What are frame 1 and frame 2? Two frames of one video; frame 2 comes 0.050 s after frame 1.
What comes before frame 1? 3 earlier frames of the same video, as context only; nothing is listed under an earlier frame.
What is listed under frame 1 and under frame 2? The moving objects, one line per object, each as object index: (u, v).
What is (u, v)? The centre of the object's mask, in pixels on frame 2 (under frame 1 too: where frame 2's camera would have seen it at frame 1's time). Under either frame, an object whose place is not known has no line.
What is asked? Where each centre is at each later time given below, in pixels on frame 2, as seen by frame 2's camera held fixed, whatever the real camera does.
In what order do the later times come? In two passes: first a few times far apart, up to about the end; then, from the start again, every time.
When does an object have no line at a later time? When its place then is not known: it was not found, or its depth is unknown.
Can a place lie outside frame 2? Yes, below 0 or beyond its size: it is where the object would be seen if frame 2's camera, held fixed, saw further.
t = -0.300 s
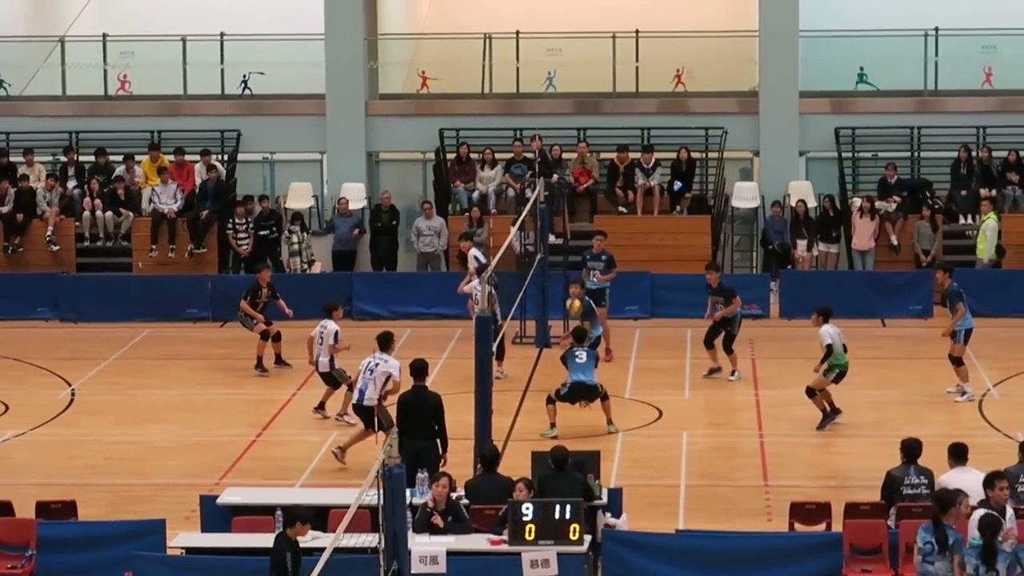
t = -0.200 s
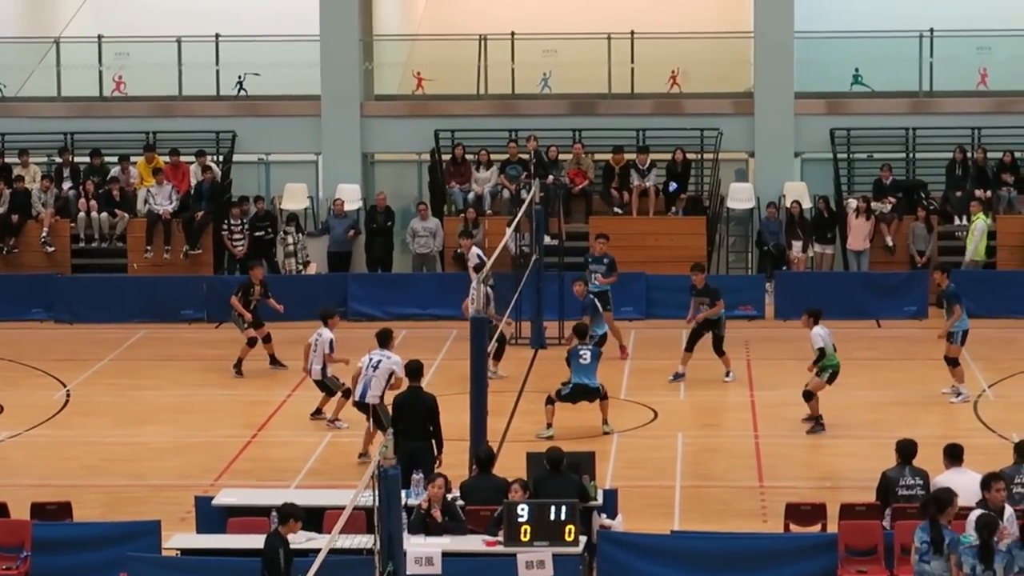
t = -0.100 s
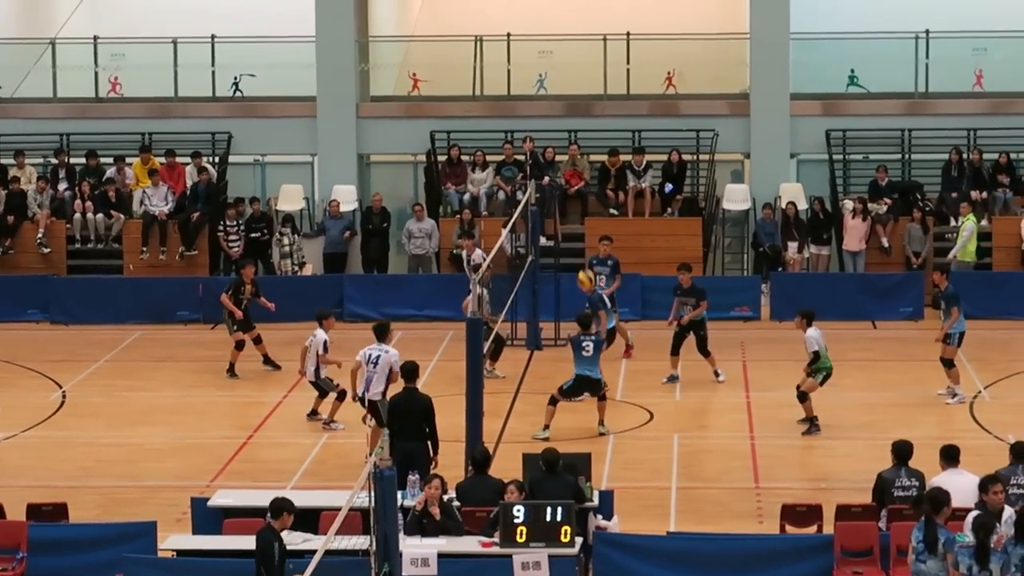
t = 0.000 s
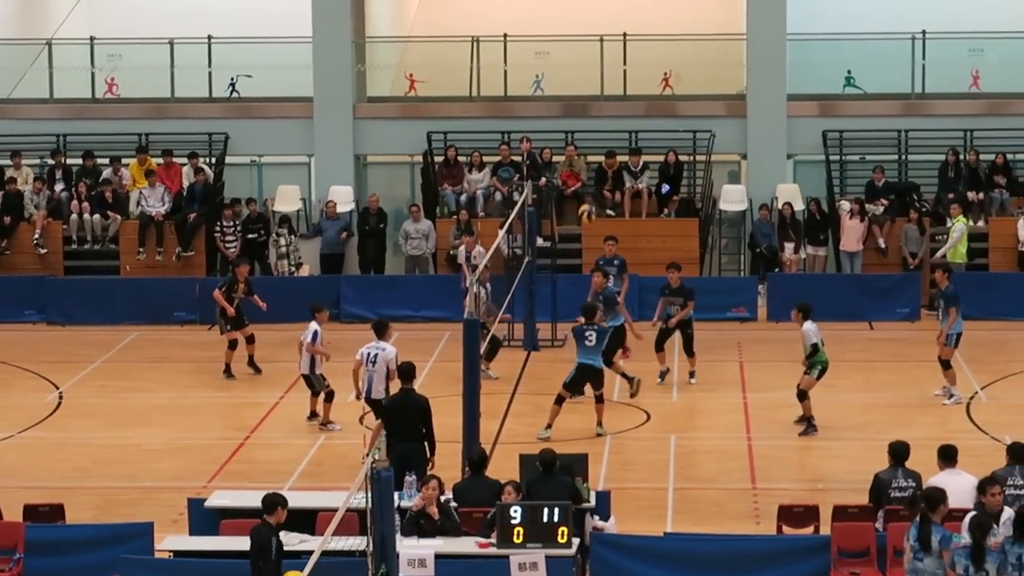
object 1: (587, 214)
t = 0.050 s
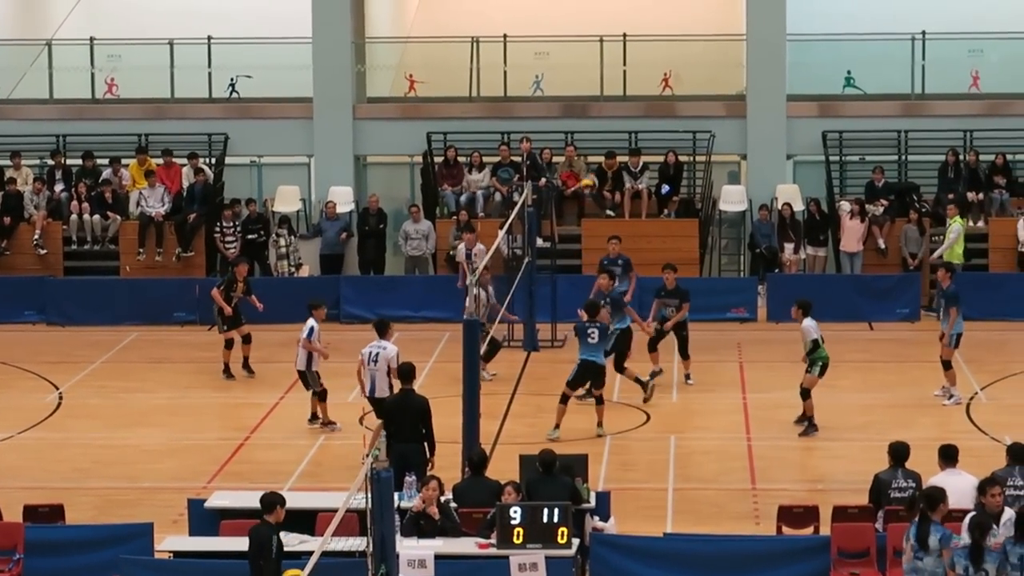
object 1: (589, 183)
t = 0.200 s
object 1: (596, 109)
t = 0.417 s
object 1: (607, 37)
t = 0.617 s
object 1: (615, 4)
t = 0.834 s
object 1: (625, 4)
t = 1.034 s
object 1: (634, 36)
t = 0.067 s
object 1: (590, 173)
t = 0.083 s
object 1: (590, 164)
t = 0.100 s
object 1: (591, 156)
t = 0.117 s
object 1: (592, 148)
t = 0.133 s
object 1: (593, 140)
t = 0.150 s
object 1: (594, 131)
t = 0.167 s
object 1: (595, 124)
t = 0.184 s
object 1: (596, 116)
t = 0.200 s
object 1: (596, 109)
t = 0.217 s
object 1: (597, 102)
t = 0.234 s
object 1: (598, 96)
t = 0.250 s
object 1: (598, 90)
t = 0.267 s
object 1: (599, 83)
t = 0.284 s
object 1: (600, 77)
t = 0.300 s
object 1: (601, 71)
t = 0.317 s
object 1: (601, 66)
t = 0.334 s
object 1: (602, 60)
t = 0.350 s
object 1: (603, 54)
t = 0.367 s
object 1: (604, 49)
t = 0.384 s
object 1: (605, 45)
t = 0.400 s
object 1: (605, 41)
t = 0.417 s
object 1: (607, 37)
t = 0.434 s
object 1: (607, 32)
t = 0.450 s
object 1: (608, 28)
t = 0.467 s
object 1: (608, 25)
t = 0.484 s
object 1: (609, 22)
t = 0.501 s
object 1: (610, 19)
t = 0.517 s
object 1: (611, 16)
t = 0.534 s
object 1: (612, 13)
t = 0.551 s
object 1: (613, 11)
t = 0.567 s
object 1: (613, 9)
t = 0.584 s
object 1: (614, 6)
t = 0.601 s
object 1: (615, 5)
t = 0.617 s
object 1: (615, 4)
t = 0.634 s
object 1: (616, 3)
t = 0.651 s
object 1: (617, 2)
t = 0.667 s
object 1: (618, 2)
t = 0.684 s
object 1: (618, 1)
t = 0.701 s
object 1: (619, 1)
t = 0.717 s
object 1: (620, 1)
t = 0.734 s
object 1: (621, 1)
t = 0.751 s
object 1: (621, 1)
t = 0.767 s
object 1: (622, 1)
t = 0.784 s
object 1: (623, 1)
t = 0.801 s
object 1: (624, 2)
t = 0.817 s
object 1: (624, 3)
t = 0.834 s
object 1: (625, 4)
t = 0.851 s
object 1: (626, 5)
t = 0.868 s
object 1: (626, 7)
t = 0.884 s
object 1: (627, 9)
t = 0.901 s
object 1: (627, 11)
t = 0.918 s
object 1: (628, 13)
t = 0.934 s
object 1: (629, 16)
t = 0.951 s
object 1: (630, 19)
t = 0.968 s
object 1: (630, 22)
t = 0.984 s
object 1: (632, 25)
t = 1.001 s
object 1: (632, 29)
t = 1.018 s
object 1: (633, 32)
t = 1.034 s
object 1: (634, 36)
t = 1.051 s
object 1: (634, 40)
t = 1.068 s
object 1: (635, 44)
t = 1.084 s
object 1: (635, 49)
